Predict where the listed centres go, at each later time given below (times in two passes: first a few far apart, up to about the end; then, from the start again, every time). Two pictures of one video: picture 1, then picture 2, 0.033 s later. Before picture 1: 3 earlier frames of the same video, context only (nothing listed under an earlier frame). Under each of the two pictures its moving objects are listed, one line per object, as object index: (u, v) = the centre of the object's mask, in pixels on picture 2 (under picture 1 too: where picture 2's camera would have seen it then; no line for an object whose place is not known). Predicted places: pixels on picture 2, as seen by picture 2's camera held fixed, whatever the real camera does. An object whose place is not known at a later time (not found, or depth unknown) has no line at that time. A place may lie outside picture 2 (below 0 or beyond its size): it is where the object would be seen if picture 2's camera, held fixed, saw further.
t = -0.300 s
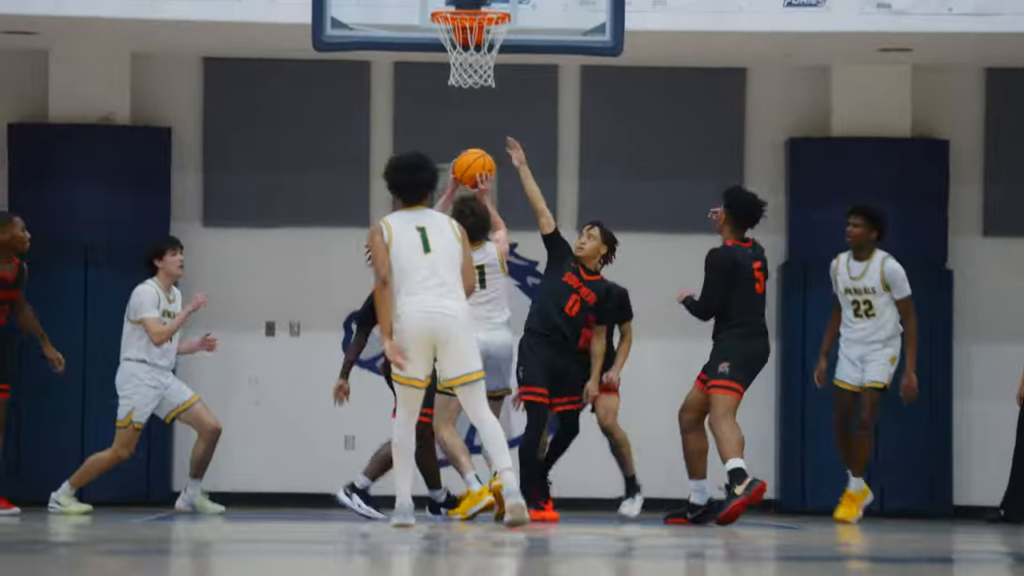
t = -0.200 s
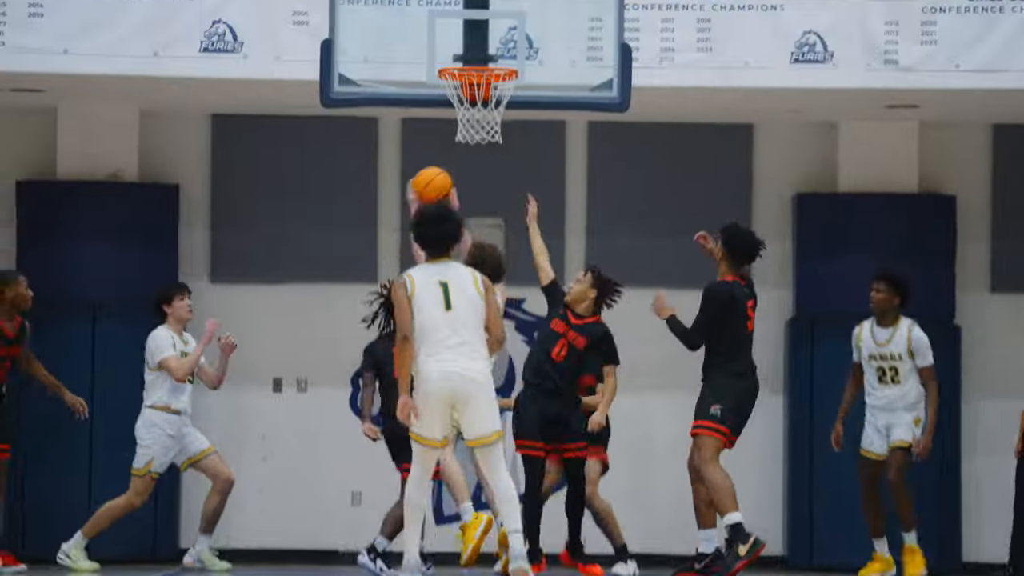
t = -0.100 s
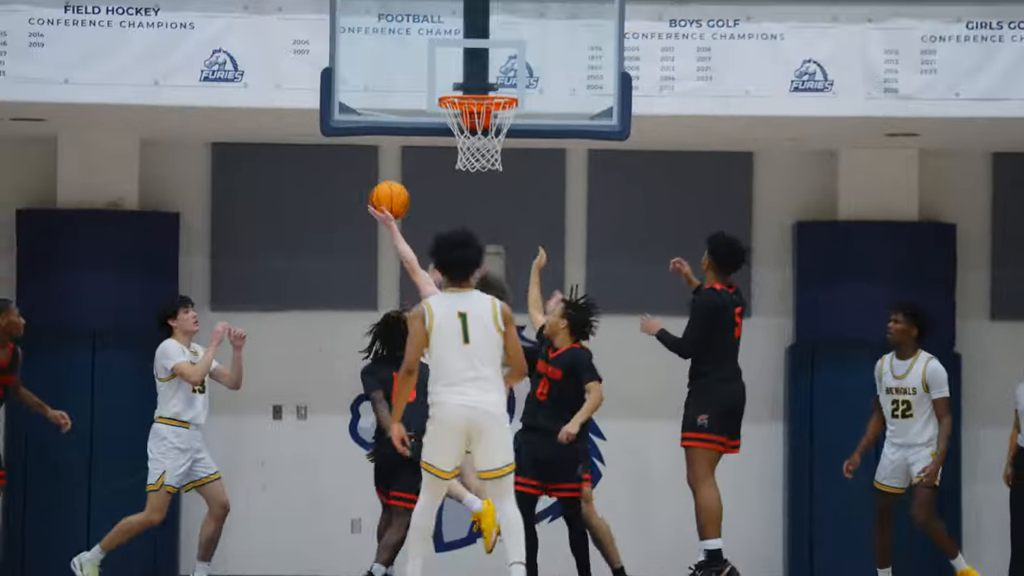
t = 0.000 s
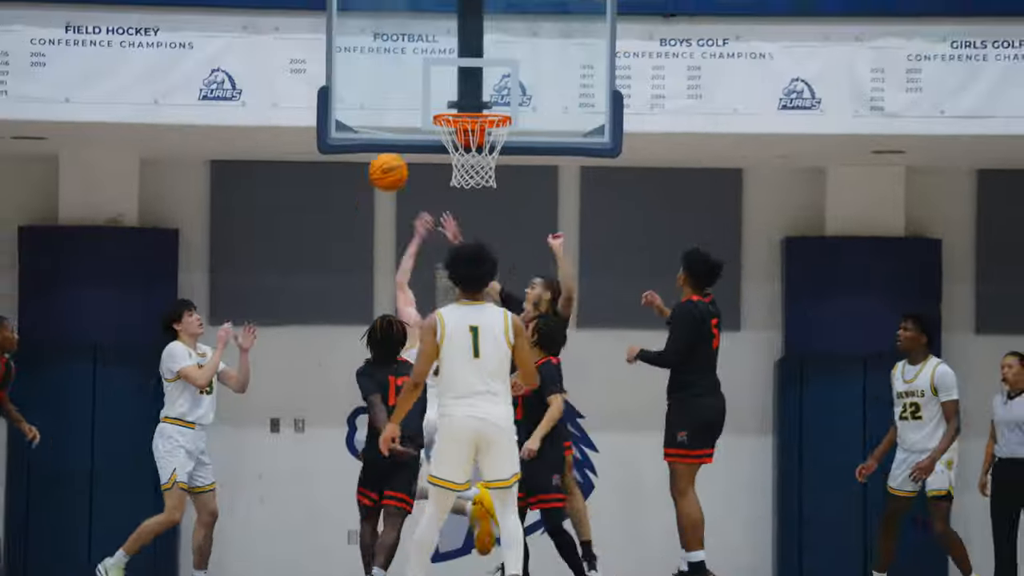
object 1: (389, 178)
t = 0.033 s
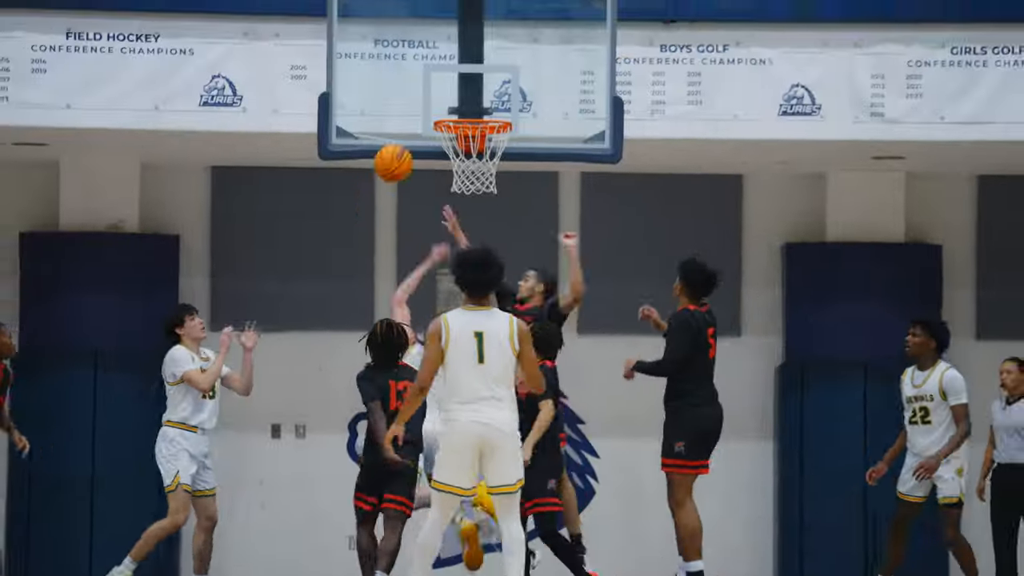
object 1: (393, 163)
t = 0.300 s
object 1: (418, 96)
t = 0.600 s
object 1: (401, 124)
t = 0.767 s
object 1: (391, 201)
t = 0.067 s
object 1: (398, 150)
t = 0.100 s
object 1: (402, 138)
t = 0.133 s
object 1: (406, 129)
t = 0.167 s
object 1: (412, 121)
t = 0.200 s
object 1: (419, 114)
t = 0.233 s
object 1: (422, 108)
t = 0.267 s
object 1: (420, 101)
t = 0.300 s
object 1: (418, 96)
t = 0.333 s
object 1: (416, 92)
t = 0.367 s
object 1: (414, 90)
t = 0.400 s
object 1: (413, 90)
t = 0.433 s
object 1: (410, 91)
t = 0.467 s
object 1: (408, 94)
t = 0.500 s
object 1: (406, 99)
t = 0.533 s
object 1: (404, 106)
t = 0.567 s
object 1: (403, 114)
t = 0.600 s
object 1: (401, 124)
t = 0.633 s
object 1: (399, 137)
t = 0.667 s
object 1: (397, 150)
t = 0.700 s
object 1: (394, 165)
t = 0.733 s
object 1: (393, 182)
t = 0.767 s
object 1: (391, 201)
